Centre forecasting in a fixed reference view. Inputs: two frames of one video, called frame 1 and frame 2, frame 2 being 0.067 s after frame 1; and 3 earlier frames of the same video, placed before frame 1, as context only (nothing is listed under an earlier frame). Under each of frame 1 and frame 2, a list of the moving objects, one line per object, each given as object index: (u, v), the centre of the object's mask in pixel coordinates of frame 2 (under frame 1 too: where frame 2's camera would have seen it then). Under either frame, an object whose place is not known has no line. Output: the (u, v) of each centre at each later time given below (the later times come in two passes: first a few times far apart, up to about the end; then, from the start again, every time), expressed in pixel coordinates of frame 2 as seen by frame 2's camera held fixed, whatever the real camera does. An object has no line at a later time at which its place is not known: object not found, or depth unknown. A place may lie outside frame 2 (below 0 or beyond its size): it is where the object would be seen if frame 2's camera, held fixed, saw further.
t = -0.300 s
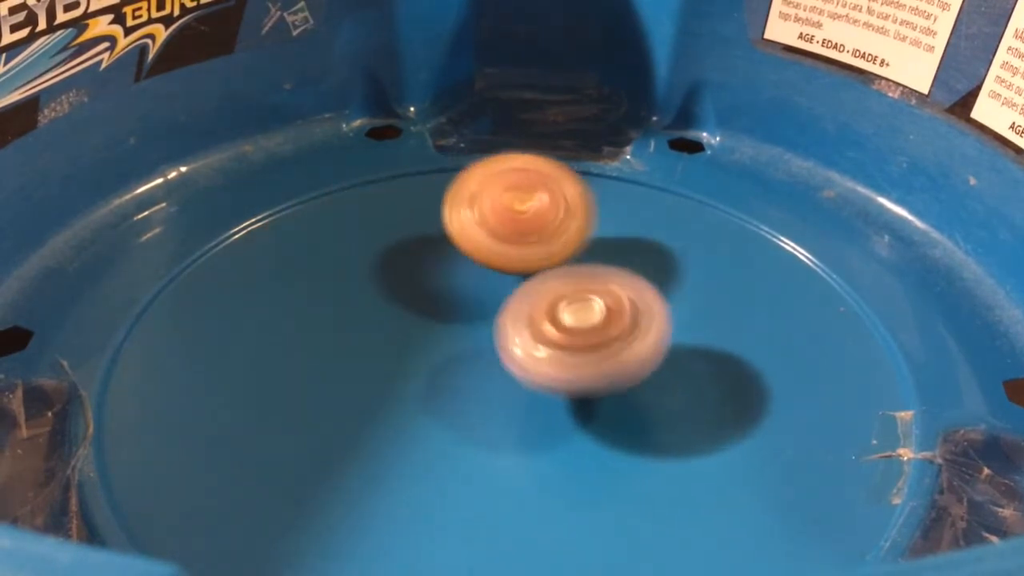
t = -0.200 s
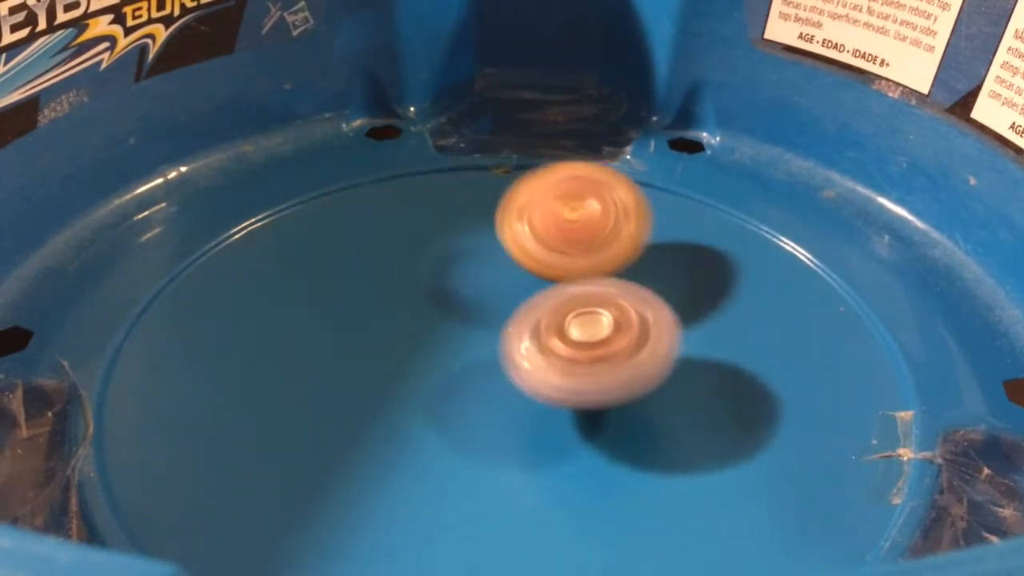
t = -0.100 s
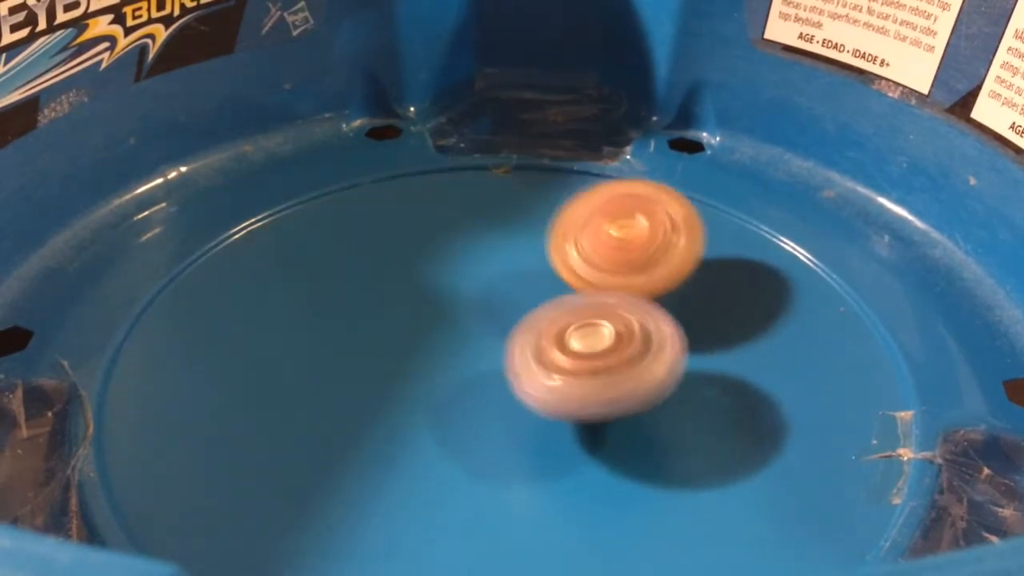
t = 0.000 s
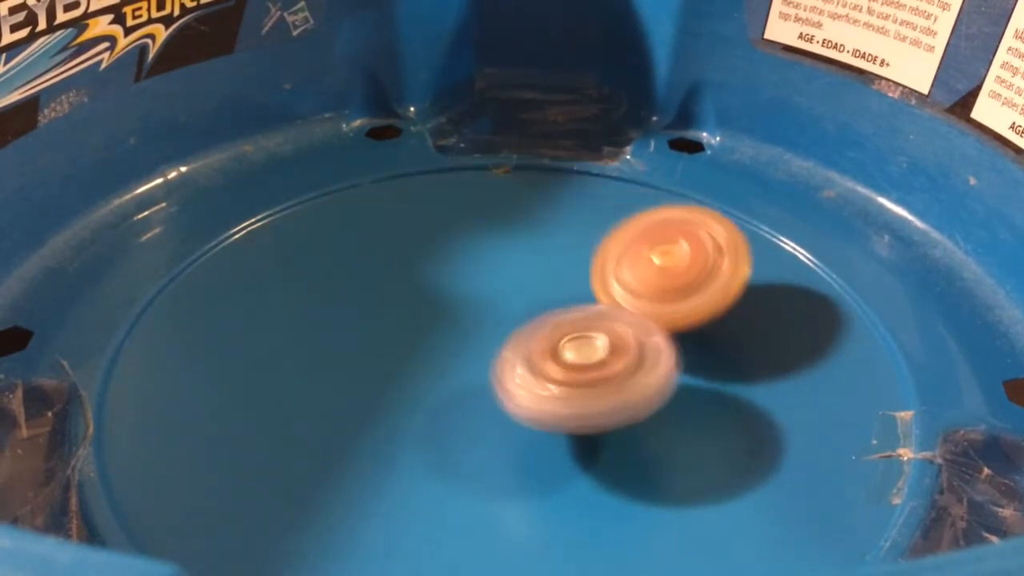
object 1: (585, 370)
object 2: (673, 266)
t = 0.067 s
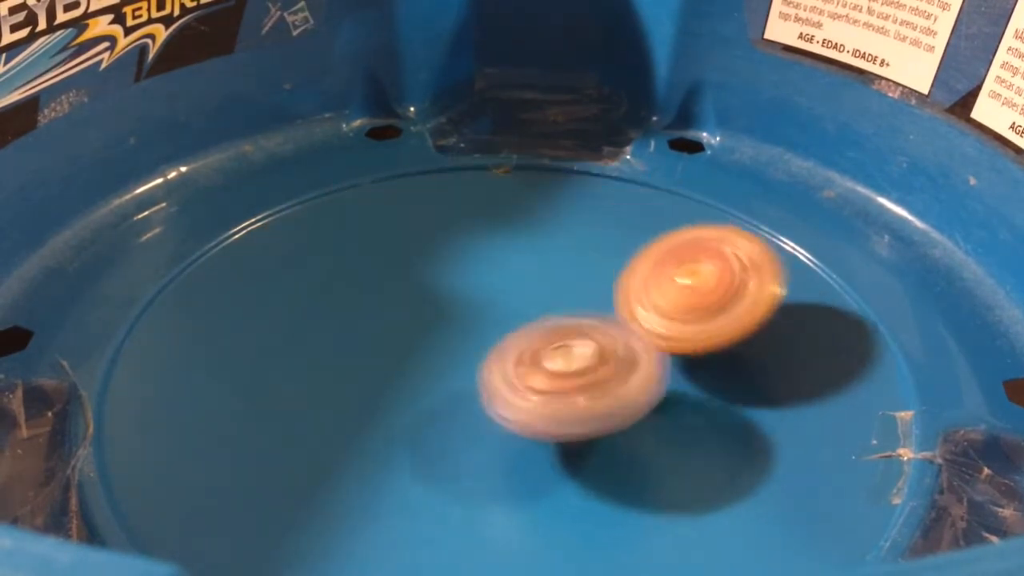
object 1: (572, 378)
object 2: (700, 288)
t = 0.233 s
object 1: (484, 406)
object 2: (751, 339)
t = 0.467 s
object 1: (426, 390)
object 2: (699, 426)
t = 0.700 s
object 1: (416, 346)
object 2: (523, 464)
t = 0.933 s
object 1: (462, 311)
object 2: (347, 404)
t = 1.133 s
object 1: (526, 305)
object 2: (304, 320)
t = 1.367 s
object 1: (583, 324)
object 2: (367, 239)
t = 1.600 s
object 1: (595, 358)
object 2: (490, 217)
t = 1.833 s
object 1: (546, 390)
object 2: (622, 253)
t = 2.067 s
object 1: (470, 385)
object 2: (706, 336)
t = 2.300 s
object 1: (440, 345)
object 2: (676, 433)
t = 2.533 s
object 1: (467, 311)
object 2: (512, 475)
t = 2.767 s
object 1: (532, 301)
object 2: (349, 414)
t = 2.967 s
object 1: (572, 323)
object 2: (323, 323)
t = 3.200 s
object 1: (575, 362)
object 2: (402, 243)
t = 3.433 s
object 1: (521, 387)
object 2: (532, 223)
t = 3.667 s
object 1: (458, 362)
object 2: (652, 269)
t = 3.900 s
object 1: (455, 319)
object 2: (694, 360)
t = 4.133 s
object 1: (510, 304)
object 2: (605, 447)
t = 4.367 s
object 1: (565, 326)
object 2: (420, 444)
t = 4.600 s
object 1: (558, 366)
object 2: (325, 359)
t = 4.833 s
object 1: (499, 381)
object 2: (375, 269)
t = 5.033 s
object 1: (465, 350)
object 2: (483, 233)
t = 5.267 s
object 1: (449, 338)
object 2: (632, 243)
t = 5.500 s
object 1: (498, 346)
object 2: (723, 319)
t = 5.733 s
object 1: (540, 362)
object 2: (691, 417)
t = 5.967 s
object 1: (516, 334)
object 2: (499, 470)
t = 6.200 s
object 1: (518, 312)
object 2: (318, 397)
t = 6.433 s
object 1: (536, 320)
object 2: (332, 293)
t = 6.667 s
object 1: (517, 343)
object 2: (442, 230)
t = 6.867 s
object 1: (487, 350)
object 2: (552, 235)
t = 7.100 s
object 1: (479, 337)
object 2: (656, 302)
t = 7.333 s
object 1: (512, 332)
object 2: (656, 400)
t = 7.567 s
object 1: (545, 332)
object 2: (518, 464)
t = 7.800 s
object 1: (535, 347)
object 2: (381, 404)
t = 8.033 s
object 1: (618, 353)
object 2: (315, 276)
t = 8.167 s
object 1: (604, 351)
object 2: (391, 243)
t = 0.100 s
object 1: (547, 387)
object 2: (719, 296)
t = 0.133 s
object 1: (525, 395)
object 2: (733, 305)
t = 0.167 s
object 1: (510, 401)
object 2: (742, 315)
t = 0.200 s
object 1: (497, 405)
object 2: (748, 327)
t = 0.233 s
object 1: (484, 406)
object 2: (751, 339)
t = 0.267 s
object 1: (472, 406)
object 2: (752, 351)
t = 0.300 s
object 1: (462, 405)
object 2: (750, 364)
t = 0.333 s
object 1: (455, 405)
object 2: (746, 377)
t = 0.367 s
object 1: (447, 401)
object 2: (740, 389)
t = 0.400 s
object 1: (437, 397)
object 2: (730, 402)
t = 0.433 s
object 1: (429, 393)
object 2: (717, 414)
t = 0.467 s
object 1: (426, 390)
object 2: (699, 426)
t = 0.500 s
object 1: (421, 384)
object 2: (680, 436)
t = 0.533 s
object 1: (416, 377)
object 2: (658, 445)
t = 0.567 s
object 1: (413, 371)
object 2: (634, 454)
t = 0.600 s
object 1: (413, 366)
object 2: (607, 459)
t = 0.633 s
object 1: (414, 358)
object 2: (580, 460)
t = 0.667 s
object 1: (413, 351)
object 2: (552, 465)
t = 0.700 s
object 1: (416, 346)
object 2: (523, 464)
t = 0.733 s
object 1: (421, 340)
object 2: (493, 462)
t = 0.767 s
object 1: (427, 334)
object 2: (464, 457)
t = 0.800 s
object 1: (431, 327)
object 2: (436, 447)
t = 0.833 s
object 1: (438, 324)
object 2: (410, 439)
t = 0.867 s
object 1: (447, 320)
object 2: (386, 428)
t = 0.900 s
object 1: (456, 315)
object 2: (365, 417)
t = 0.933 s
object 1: (462, 311)
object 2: (347, 404)
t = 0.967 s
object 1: (473, 310)
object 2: (332, 391)
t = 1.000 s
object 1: (485, 308)
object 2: (321, 378)
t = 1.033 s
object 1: (494, 305)
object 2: (312, 363)
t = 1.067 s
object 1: (501, 305)
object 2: (307, 349)
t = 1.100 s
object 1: (514, 306)
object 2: (304, 334)
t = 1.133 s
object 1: (526, 305)
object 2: (304, 320)
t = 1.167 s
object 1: (533, 306)
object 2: (307, 306)
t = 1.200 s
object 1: (542, 309)
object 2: (312, 293)
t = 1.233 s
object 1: (553, 311)
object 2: (319, 280)
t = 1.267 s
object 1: (562, 313)
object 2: (329, 268)
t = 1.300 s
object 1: (566, 317)
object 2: (340, 257)
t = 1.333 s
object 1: (575, 321)
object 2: (352, 248)
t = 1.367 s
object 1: (583, 324)
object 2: (367, 239)
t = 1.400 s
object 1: (586, 329)
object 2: (382, 232)
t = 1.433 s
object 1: (590, 335)
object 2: (398, 227)
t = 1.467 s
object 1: (595, 339)
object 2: (415, 222)
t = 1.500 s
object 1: (595, 343)
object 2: (433, 219)
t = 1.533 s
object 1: (595, 350)
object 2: (451, 217)
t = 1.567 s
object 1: (597, 354)
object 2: (470, 216)
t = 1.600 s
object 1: (595, 358)
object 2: (490, 217)
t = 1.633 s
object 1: (590, 365)
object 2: (509, 218)
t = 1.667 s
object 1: (586, 370)
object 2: (529, 221)
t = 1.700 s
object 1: (582, 374)
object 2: (548, 225)
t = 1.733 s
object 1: (573, 379)
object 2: (567, 231)
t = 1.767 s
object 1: (566, 384)
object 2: (586, 237)
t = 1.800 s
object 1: (558, 387)
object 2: (604, 244)
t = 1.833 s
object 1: (546, 390)
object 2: (622, 253)
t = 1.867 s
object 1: (535, 393)
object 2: (638, 262)
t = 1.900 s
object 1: (526, 394)
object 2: (653, 273)
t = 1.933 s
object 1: (513, 394)
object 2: (667, 284)
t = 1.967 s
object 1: (501, 393)
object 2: (680, 296)
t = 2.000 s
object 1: (493, 392)
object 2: (691, 308)
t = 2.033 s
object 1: (481, 388)
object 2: (699, 322)
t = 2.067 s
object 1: (470, 385)
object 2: (706, 336)
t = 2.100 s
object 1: (464, 382)
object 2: (711, 350)
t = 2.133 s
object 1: (455, 375)
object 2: (713, 365)
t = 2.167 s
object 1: (449, 371)
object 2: (712, 379)
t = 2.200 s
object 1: (445, 365)
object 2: (709, 394)
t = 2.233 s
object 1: (441, 357)
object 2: (702, 408)
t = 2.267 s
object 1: (439, 353)
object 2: (691, 421)
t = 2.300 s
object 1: (440, 345)
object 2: (676, 433)
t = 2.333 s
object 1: (439, 337)
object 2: (658, 443)
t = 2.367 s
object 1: (443, 333)
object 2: (638, 454)
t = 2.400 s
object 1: (446, 326)
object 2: (617, 462)
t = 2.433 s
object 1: (448, 322)
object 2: (593, 468)
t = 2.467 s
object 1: (456, 319)
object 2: (567, 472)
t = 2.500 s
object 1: (461, 312)
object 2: (539, 475)
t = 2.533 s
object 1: (467, 311)
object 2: (512, 475)
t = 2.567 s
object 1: (477, 307)
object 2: (483, 473)
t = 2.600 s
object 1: (484, 303)
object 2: (454, 467)
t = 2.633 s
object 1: (494, 304)
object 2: (428, 461)
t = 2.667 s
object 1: (505, 300)
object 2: (404, 451)
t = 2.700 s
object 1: (511, 300)
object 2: (383, 437)
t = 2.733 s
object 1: (523, 302)
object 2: (364, 428)
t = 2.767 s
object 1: (532, 301)
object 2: (349, 414)
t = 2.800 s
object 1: (538, 305)
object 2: (337, 399)
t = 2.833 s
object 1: (549, 306)
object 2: (328, 383)
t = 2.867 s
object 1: (554, 310)
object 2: (323, 367)
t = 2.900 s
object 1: (563, 315)
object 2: (320, 353)
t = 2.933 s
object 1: (570, 317)
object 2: (320, 338)
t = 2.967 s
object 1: (572, 323)
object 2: (323, 323)
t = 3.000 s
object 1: (579, 328)
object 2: (328, 308)
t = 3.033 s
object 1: (580, 333)
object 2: (336, 295)
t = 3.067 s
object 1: (582, 340)
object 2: (346, 283)
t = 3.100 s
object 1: (584, 344)
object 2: (358, 271)
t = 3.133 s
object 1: (581, 351)
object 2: (371, 261)
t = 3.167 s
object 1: (581, 356)
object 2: (386, 251)
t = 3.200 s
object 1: (575, 362)
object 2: (402, 243)
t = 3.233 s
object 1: (570, 368)
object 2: (419, 237)
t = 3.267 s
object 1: (565, 372)
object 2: (438, 231)
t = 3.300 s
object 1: (557, 377)
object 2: (456, 227)
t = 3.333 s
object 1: (551, 382)
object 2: (475, 224)
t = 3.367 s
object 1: (540, 383)
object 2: (494, 223)
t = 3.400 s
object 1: (532, 387)
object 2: (513, 223)
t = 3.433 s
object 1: (521, 387)
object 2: (532, 223)
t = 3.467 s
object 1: (509, 387)
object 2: (551, 226)
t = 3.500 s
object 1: (499, 385)
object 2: (569, 229)
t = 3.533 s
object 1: (488, 380)
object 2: (587, 235)
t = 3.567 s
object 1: (481, 379)
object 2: (605, 242)
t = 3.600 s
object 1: (471, 372)
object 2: (622, 250)
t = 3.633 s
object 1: (465, 370)
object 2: (638, 259)
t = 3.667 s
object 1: (458, 362)
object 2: (652, 269)
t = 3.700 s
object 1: (453, 358)
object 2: (664, 279)
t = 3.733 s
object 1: (450, 350)
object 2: (675, 291)
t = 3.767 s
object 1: (447, 344)
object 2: (684, 303)
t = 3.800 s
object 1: (449, 336)
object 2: (689, 317)
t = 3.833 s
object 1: (448, 331)
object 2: (693, 332)
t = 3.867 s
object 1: (453, 325)
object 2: (695, 346)
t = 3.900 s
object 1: (455, 319)
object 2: (694, 360)
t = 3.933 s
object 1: (462, 316)
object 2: (691, 375)
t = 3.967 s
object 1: (467, 310)
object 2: (685, 388)
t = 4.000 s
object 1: (477, 308)
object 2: (675, 401)
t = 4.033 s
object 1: (483, 304)
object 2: (661, 415)
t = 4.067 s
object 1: (492, 305)
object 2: (644, 427)
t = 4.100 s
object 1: (502, 302)
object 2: (626, 438)
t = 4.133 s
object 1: (510, 304)
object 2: (605, 447)
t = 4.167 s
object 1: (521, 304)
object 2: (581, 454)
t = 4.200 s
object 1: (526, 307)
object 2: (555, 459)
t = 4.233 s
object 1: (538, 308)
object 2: (529, 462)
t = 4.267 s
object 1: (543, 313)
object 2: (501, 462)
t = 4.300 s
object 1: (553, 316)
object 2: (472, 460)
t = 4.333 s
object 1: (557, 322)
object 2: (444, 455)
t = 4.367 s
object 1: (565, 326)
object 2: (420, 444)
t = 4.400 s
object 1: (565, 333)
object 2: (399, 435)
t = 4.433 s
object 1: (570, 338)
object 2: (379, 425)
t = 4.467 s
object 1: (568, 344)
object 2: (360, 415)
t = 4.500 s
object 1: (570, 349)
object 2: (348, 402)
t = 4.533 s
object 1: (566, 355)
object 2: (338, 387)
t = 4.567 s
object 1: (565, 361)
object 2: (330, 373)
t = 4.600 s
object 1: (558, 366)
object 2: (325, 359)
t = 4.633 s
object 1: (554, 373)
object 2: (325, 345)
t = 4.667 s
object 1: (544, 375)
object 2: (327, 330)
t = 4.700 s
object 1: (537, 381)
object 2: (332, 316)
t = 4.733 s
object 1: (527, 380)
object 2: (340, 303)
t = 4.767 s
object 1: (518, 383)
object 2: (350, 290)
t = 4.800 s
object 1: (507, 380)
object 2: (361, 279)
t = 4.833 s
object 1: (499, 381)
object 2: (375, 269)
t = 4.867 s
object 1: (489, 375)
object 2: (391, 260)
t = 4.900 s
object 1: (482, 373)
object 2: (407, 252)
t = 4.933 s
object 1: (475, 368)
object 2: (426, 245)
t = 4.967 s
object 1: (471, 362)
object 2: (444, 240)
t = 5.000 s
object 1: (466, 357)
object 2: (463, 236)
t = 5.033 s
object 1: (465, 350)
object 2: (483, 233)
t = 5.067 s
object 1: (464, 346)
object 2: (503, 232)
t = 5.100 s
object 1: (464, 338)
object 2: (523, 232)
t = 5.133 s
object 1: (467, 335)
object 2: (543, 235)
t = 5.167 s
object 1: (467, 329)
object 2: (565, 237)
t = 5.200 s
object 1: (459, 333)
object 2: (591, 236)
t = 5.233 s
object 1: (449, 337)
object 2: (613, 238)
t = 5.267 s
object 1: (449, 338)
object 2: (632, 243)
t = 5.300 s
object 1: (449, 338)
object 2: (650, 251)
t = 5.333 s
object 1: (458, 339)
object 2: (667, 260)
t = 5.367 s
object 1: (461, 340)
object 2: (683, 269)
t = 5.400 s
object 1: (472, 340)
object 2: (696, 280)
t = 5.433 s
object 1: (480, 342)
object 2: (707, 291)
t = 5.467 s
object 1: (489, 343)
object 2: (716, 304)
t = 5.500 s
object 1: (498, 346)
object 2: (723, 319)
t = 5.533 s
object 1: (506, 348)
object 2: (728, 332)
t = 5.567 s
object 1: (516, 351)
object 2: (730, 347)
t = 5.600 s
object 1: (519, 354)
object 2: (729, 361)
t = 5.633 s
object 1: (528, 355)
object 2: (724, 376)
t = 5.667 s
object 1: (532, 359)
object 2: (717, 390)
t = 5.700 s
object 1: (537, 361)
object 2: (705, 403)
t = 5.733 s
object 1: (540, 362)
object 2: (691, 417)
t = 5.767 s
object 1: (536, 358)
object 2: (674, 433)
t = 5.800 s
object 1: (530, 353)
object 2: (652, 446)
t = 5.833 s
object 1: (526, 350)
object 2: (627, 457)
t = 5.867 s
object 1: (524, 344)
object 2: (597, 465)
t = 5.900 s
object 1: (521, 342)
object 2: (566, 469)
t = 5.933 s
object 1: (516, 338)
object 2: (531, 471)
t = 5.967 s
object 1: (516, 334)
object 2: (499, 470)
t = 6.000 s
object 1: (514, 331)
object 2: (464, 461)
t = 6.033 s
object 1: (513, 326)
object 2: (433, 453)
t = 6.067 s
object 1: (514, 323)
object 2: (401, 449)
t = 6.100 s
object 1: (513, 319)
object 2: (376, 435)
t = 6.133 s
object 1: (515, 316)
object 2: (353, 421)
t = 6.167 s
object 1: (518, 315)
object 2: (335, 408)
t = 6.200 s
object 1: (518, 312)
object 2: (318, 397)
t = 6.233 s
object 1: (522, 311)
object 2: (309, 382)
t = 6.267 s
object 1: (525, 312)
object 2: (304, 368)
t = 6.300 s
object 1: (526, 311)
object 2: (302, 352)
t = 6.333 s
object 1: (531, 313)
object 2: (305, 336)
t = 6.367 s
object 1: (531, 315)
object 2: (311, 321)
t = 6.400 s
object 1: (533, 316)
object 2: (321, 307)
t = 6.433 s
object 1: (536, 320)
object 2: (332, 293)
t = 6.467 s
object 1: (533, 323)
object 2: (345, 281)
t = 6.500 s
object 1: (535, 326)
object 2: (359, 269)
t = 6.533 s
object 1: (535, 331)
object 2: (376, 259)
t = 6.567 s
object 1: (529, 333)
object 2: (392, 249)
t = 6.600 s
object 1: (528, 336)
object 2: (408, 242)
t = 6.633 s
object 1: (525, 340)
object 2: (424, 236)
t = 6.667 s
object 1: (517, 343)
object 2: (442, 230)
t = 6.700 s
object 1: (514, 345)
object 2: (460, 227)
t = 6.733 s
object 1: (509, 350)
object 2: (478, 225)
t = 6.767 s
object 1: (502, 349)
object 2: (497, 226)
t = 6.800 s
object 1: (498, 350)
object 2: (515, 226)
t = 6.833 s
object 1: (492, 352)
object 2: (533, 229)
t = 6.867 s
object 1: (487, 350)
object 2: (552, 235)
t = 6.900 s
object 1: (483, 349)
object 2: (570, 239)
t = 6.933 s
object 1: (479, 349)
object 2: (587, 246)
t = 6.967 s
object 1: (477, 346)
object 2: (604, 257)
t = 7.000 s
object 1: (477, 344)
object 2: (619, 266)
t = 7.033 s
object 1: (476, 342)
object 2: (632, 276)
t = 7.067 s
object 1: (476, 338)
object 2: (644, 289)
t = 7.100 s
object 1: (479, 337)
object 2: (656, 302)
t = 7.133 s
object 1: (481, 336)
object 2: (664, 315)
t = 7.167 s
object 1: (484, 332)
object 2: (670, 331)
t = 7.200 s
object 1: (489, 332)
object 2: (674, 345)
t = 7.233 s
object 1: (494, 332)
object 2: (674, 359)
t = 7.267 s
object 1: (498, 329)
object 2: (671, 374)
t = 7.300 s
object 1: (506, 330)
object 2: (666, 388)
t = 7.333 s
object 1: (512, 332)
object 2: (656, 400)
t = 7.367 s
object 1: (516, 331)
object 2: (644, 411)
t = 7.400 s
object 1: (524, 330)
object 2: (630, 425)
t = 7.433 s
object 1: (530, 328)
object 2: (613, 439)
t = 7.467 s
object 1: (534, 325)
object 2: (594, 450)
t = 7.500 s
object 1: (542, 326)
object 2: (569, 458)
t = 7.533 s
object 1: (546, 330)
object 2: (543, 459)
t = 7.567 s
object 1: (545, 332)
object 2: (518, 464)
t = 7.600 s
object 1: (547, 331)
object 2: (493, 457)
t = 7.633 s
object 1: (549, 334)
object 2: (469, 453)
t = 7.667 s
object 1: (548, 338)
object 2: (447, 446)
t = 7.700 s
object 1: (540, 339)
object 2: (425, 439)
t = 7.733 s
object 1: (543, 340)
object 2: (410, 427)
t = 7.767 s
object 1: (541, 344)
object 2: (395, 417)
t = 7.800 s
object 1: (535, 347)
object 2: (381, 404)
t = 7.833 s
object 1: (557, 347)
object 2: (351, 387)
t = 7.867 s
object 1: (585, 352)
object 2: (322, 364)
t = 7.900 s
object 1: (606, 360)
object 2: (306, 343)
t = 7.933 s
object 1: (620, 359)
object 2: (297, 325)
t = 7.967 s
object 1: (625, 357)
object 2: (298, 309)
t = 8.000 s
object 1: (620, 355)
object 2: (304, 291)
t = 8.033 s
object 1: (618, 353)
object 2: (315, 276)
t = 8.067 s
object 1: (619, 353)
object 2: (330, 265)
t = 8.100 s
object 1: (612, 351)
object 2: (347, 257)
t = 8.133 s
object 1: (605, 351)
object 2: (370, 249)
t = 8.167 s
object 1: (604, 351)
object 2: (391, 243)
